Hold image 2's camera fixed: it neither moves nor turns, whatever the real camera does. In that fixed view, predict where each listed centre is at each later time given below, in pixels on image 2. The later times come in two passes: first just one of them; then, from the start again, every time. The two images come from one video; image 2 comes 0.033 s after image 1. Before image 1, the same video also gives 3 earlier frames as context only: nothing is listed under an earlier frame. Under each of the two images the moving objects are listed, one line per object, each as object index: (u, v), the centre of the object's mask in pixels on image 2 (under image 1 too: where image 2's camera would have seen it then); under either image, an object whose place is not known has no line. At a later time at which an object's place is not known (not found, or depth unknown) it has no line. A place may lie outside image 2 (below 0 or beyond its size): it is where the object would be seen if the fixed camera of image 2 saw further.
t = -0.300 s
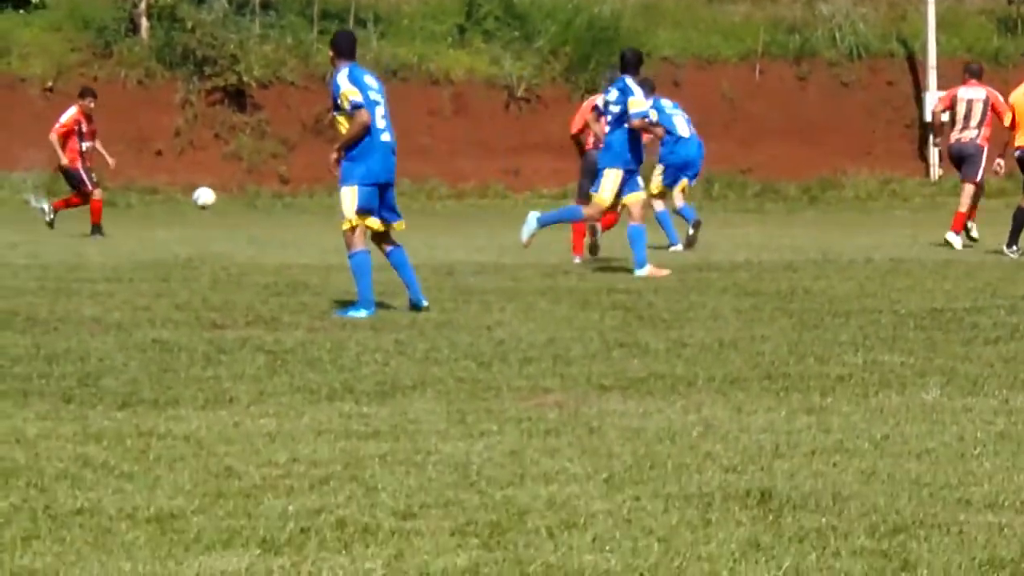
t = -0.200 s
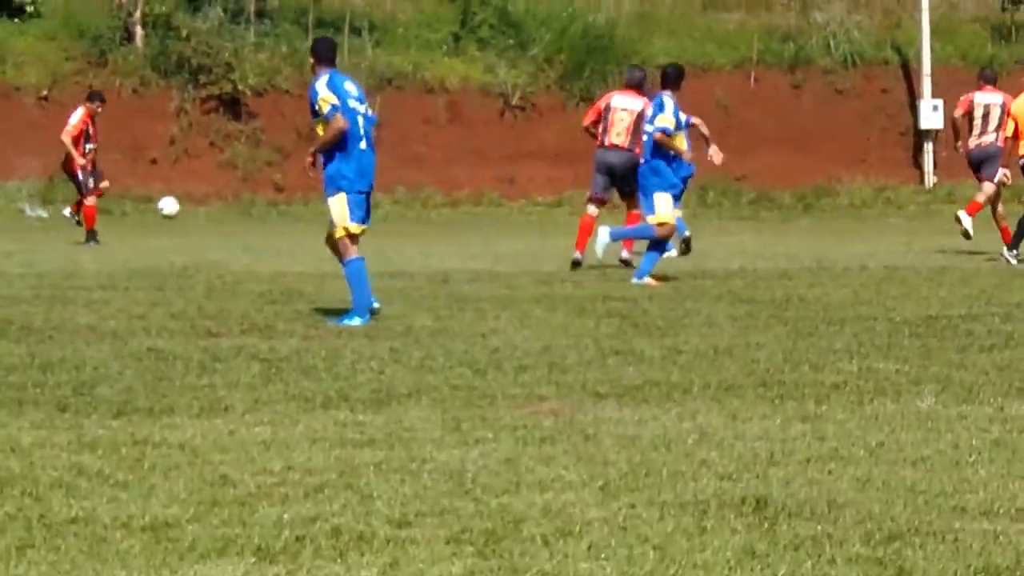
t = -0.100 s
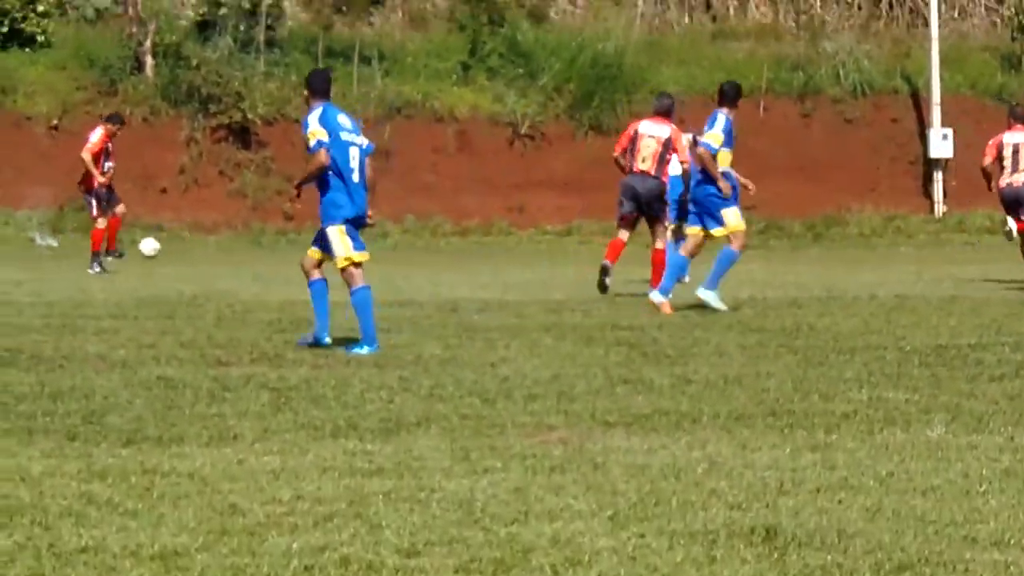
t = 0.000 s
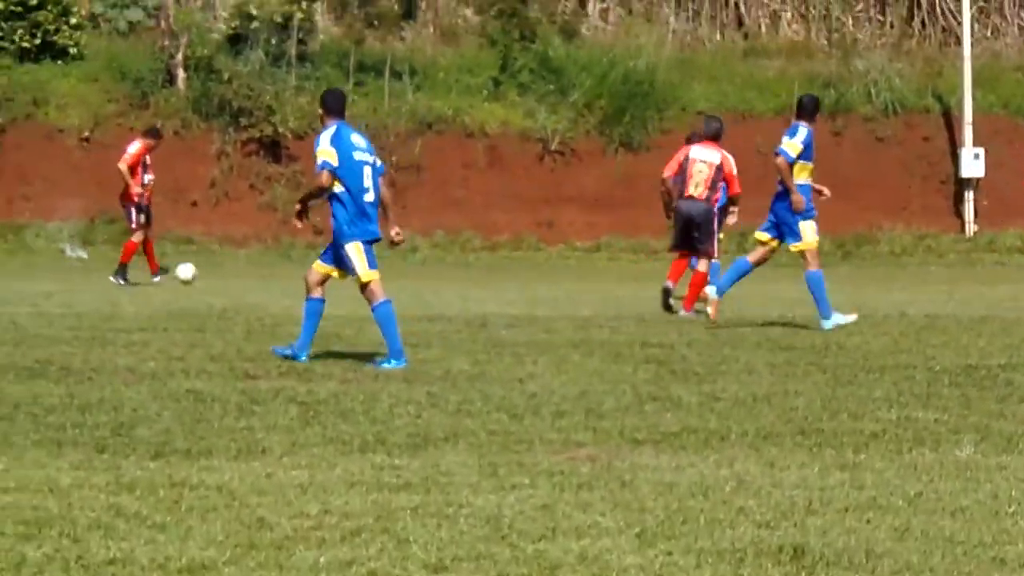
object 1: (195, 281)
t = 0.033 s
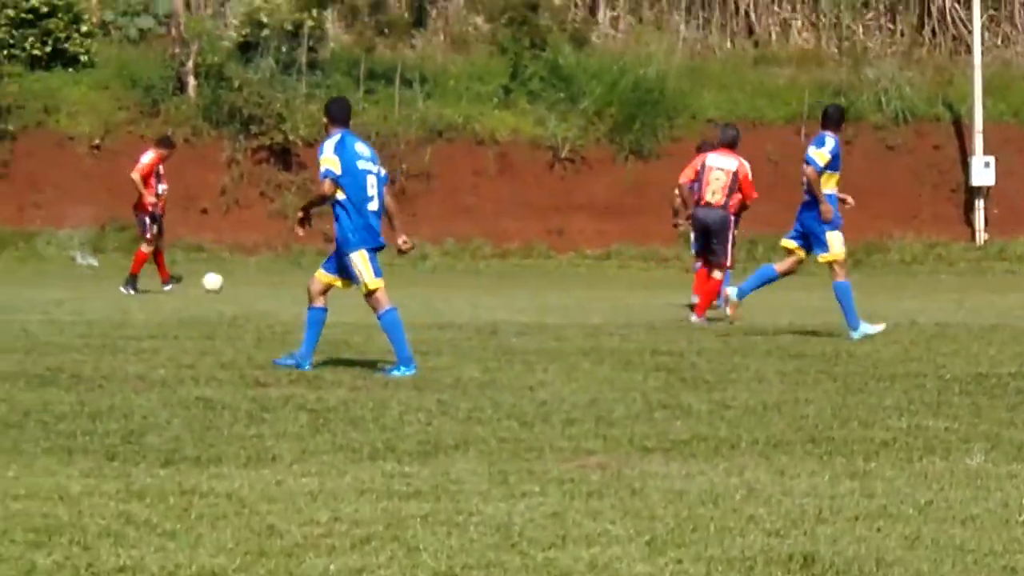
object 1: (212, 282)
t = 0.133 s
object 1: (253, 281)
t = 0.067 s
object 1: (229, 285)
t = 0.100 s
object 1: (242, 283)
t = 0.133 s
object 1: (253, 281)
